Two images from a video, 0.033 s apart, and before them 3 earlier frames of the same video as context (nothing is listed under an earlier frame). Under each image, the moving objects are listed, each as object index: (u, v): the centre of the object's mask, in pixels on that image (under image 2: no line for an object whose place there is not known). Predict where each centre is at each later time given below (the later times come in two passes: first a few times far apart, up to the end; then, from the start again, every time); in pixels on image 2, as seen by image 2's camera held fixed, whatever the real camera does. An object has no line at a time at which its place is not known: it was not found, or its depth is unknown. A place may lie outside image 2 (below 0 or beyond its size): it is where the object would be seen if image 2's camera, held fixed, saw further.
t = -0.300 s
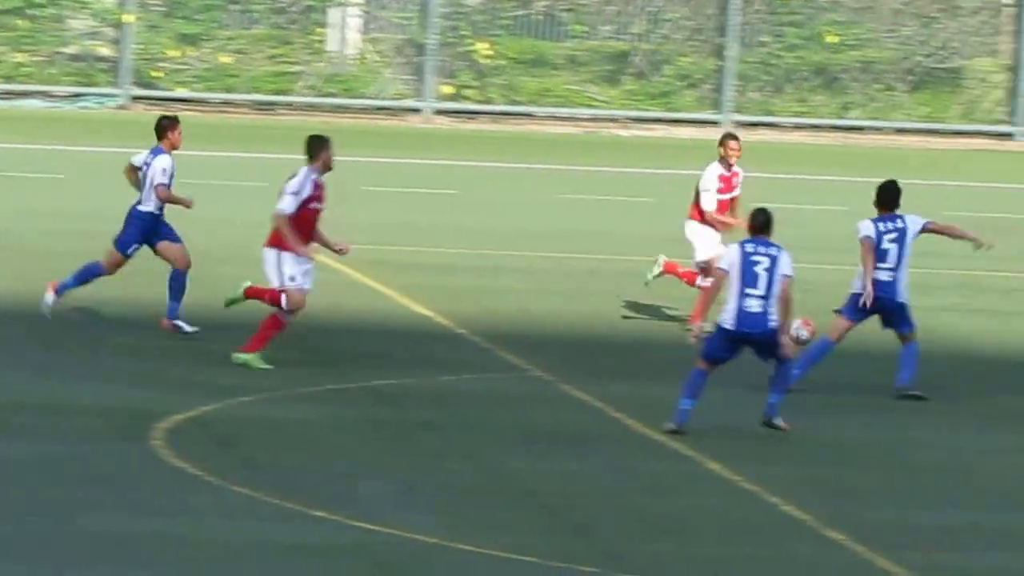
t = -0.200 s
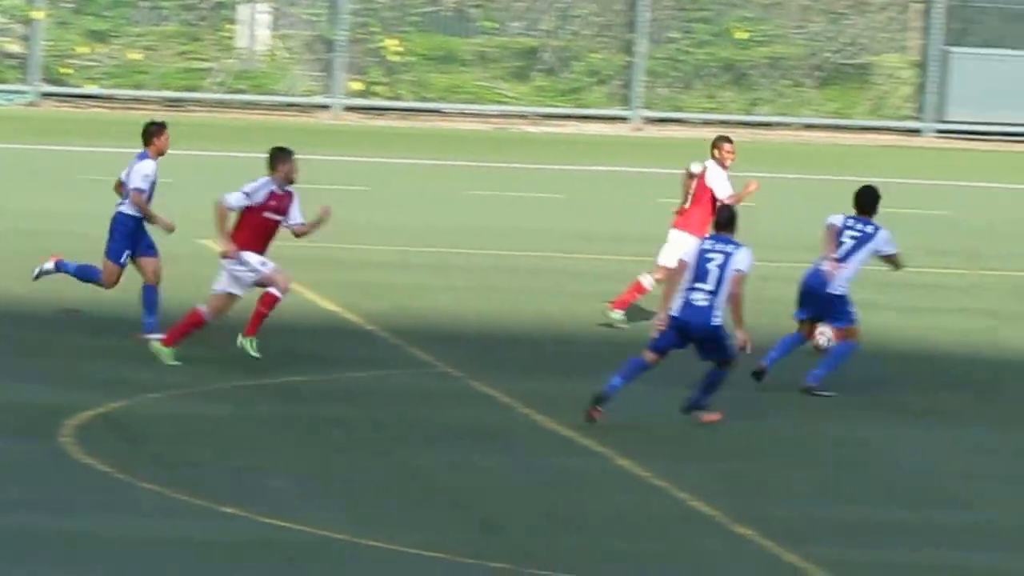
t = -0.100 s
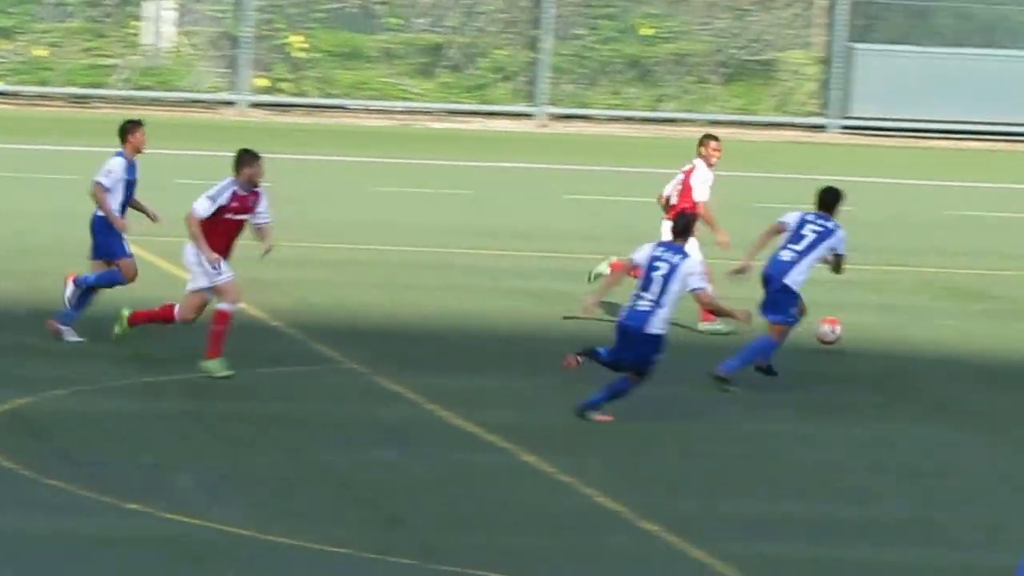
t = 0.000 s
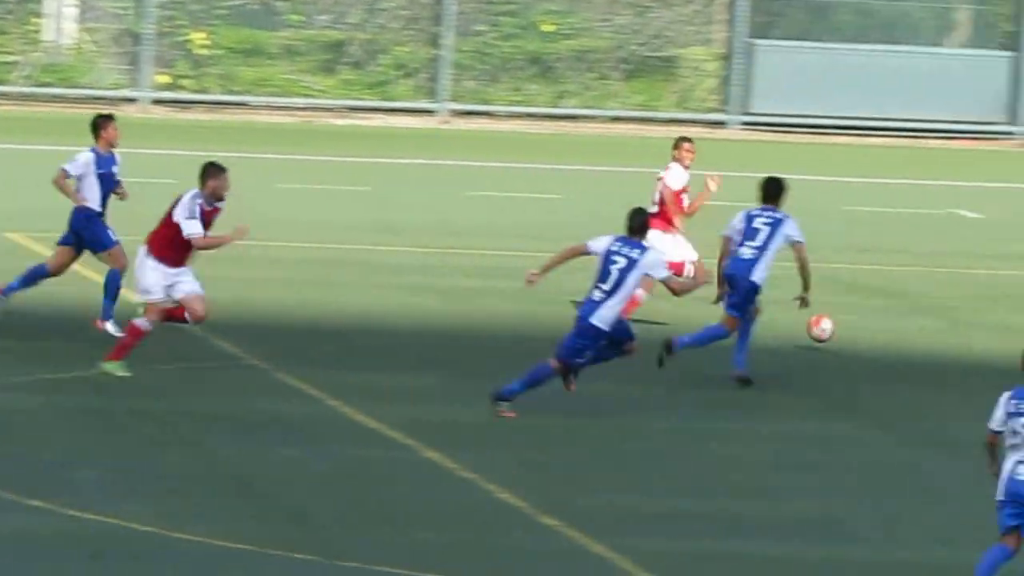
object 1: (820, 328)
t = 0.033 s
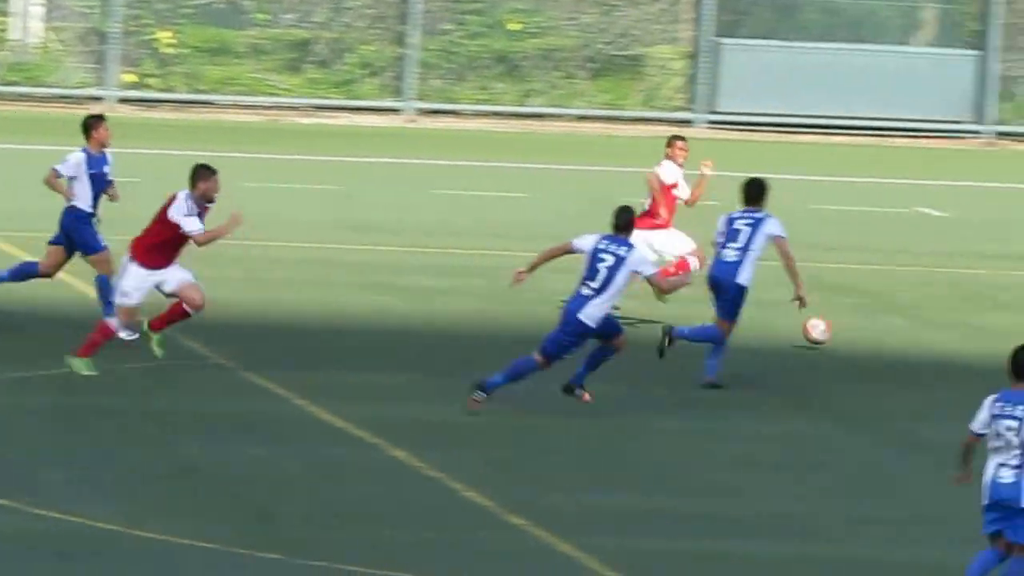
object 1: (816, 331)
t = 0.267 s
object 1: (1011, 339)
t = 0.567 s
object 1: (1243, 358)
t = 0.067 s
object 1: (848, 337)
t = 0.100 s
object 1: (877, 337)
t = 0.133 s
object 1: (905, 334)
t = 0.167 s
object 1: (933, 333)
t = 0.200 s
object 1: (958, 333)
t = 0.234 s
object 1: (986, 335)
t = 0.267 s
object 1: (1011, 339)
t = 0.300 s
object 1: (1037, 343)
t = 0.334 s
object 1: (1062, 349)
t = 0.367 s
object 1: (1087, 350)
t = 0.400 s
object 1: (1113, 347)
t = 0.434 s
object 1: (1139, 346)
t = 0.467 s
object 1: (1165, 348)
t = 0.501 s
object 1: (1191, 349)
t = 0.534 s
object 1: (1217, 353)
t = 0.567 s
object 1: (1243, 358)
